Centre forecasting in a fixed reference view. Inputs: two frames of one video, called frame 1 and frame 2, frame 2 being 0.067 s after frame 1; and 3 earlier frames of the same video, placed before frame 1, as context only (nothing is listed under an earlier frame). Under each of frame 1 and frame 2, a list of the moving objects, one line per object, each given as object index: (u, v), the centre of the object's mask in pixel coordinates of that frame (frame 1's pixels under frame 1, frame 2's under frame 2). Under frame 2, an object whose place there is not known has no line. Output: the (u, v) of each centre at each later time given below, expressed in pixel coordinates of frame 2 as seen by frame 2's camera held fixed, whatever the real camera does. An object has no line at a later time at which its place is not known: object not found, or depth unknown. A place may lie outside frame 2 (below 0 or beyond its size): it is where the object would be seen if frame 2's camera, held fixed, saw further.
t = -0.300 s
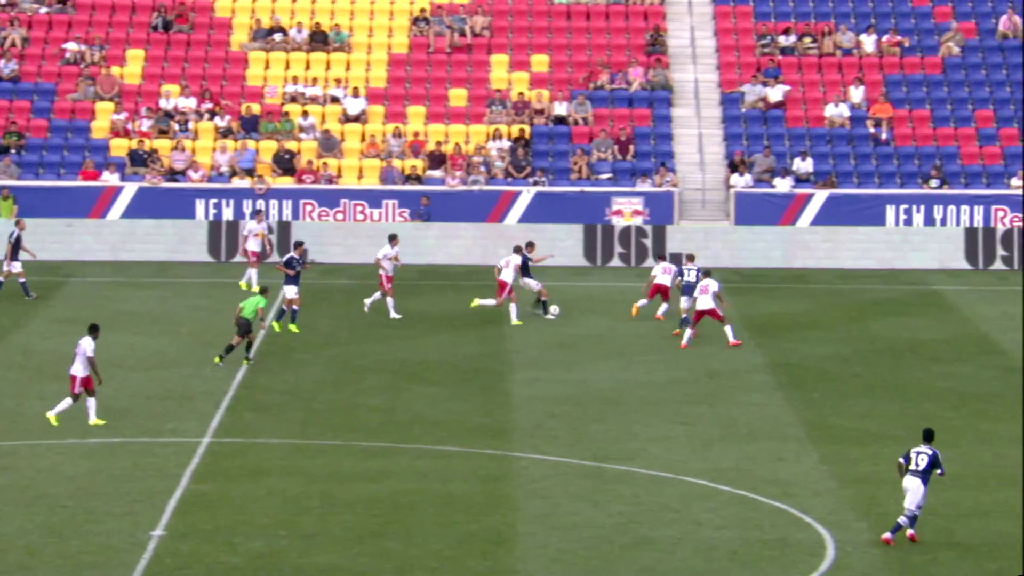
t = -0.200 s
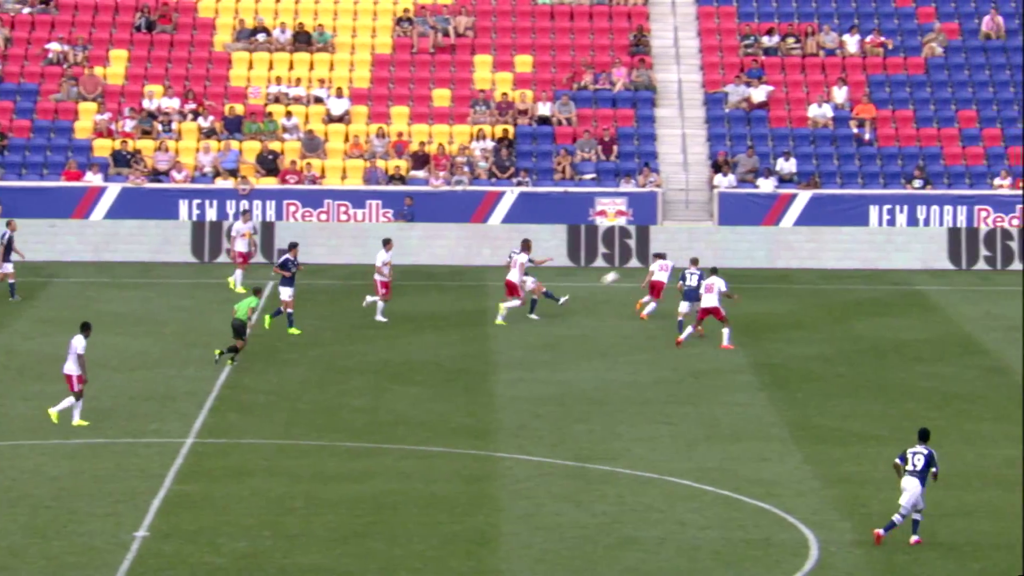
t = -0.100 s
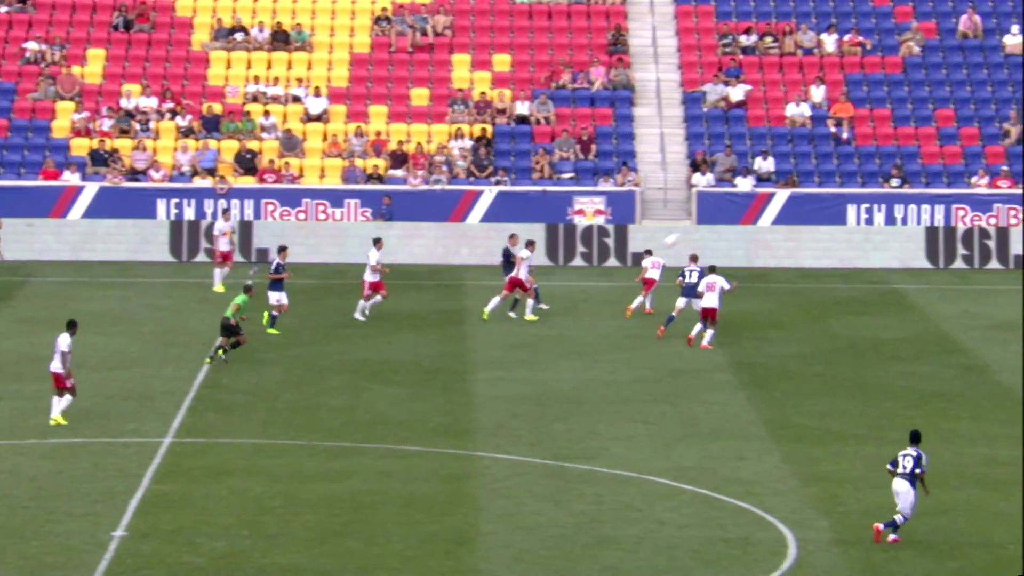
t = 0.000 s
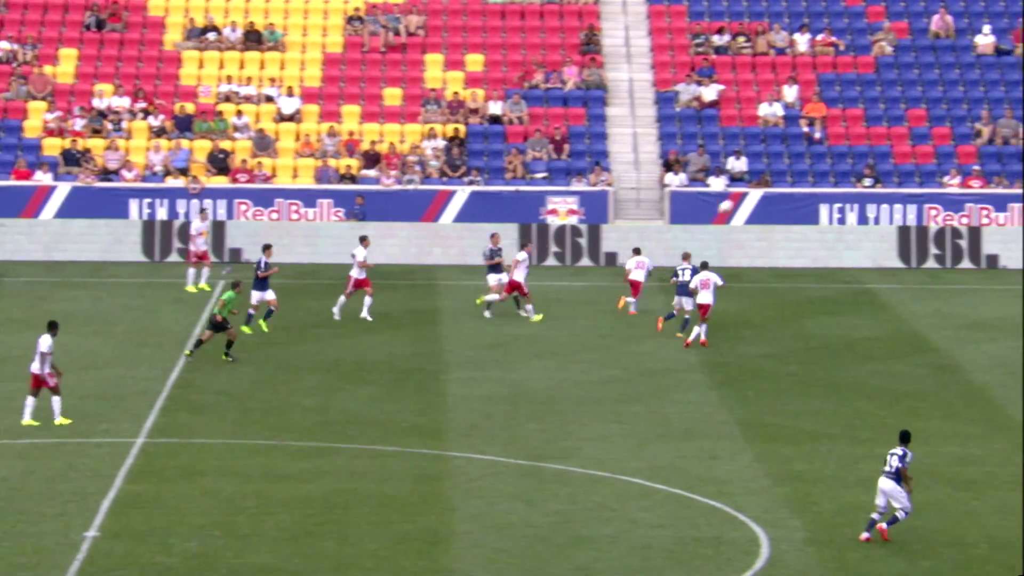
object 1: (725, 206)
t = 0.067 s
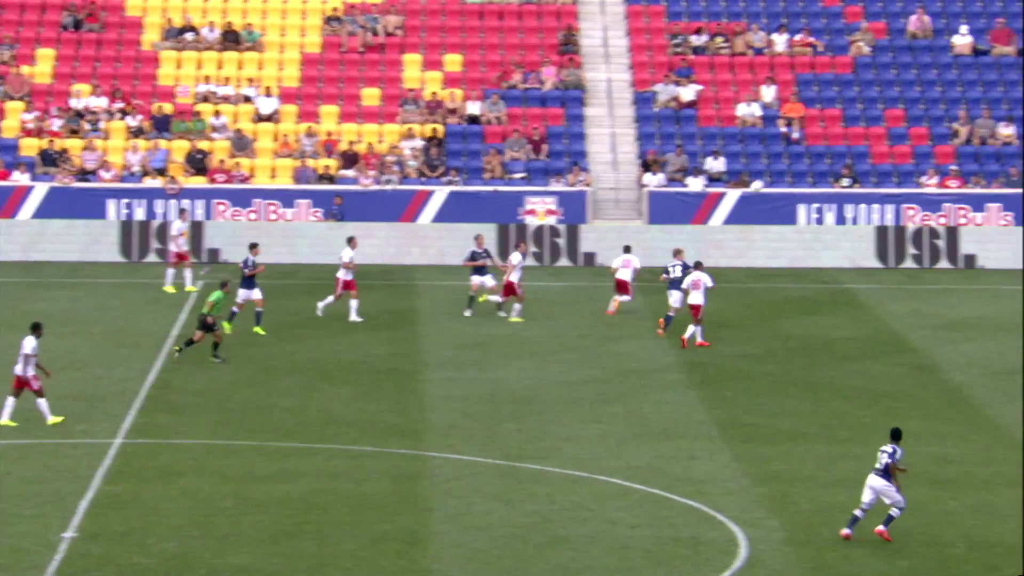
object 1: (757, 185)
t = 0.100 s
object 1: (782, 177)
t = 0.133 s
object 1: (807, 167)
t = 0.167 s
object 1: (831, 158)
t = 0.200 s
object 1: (855, 150)
